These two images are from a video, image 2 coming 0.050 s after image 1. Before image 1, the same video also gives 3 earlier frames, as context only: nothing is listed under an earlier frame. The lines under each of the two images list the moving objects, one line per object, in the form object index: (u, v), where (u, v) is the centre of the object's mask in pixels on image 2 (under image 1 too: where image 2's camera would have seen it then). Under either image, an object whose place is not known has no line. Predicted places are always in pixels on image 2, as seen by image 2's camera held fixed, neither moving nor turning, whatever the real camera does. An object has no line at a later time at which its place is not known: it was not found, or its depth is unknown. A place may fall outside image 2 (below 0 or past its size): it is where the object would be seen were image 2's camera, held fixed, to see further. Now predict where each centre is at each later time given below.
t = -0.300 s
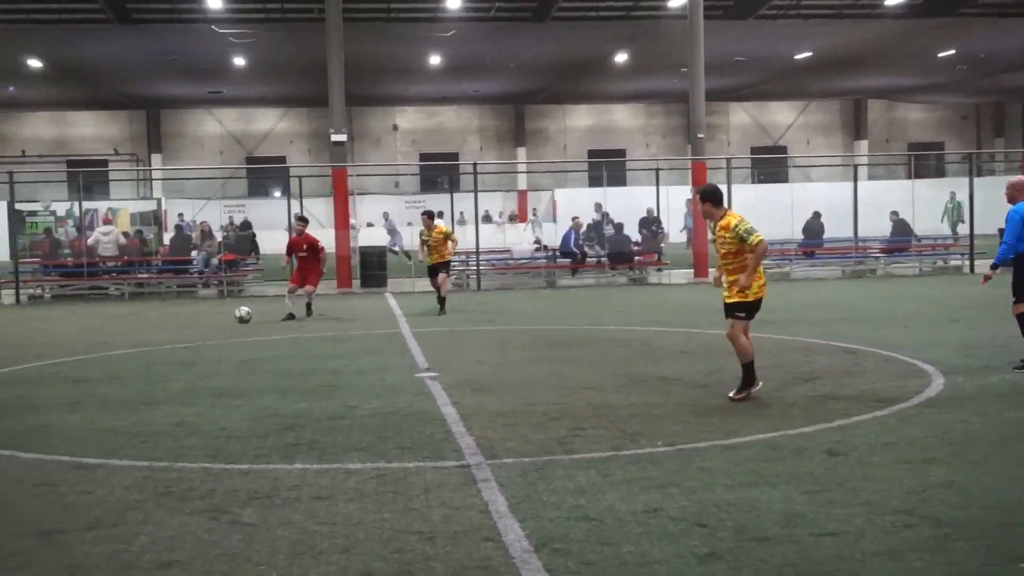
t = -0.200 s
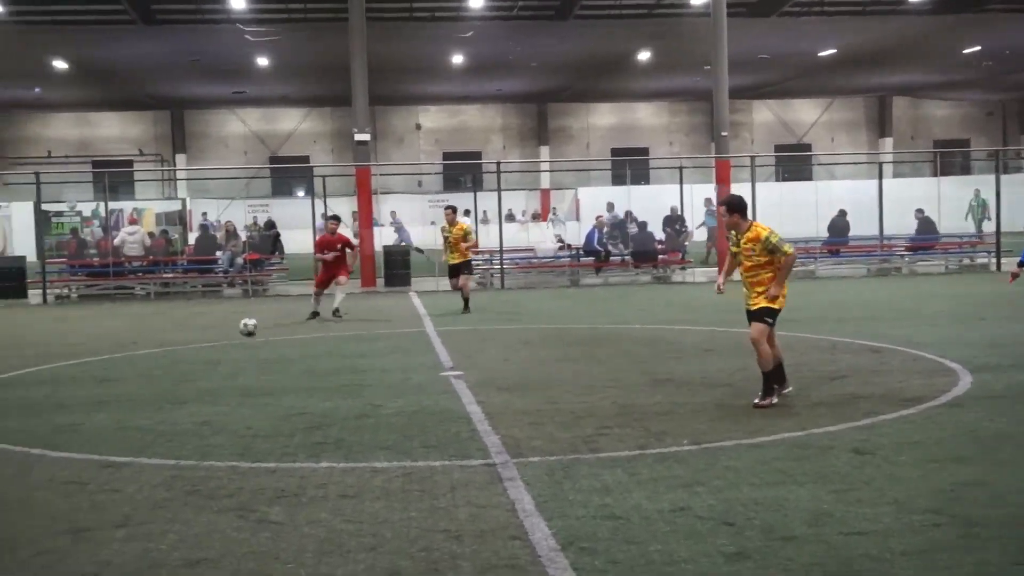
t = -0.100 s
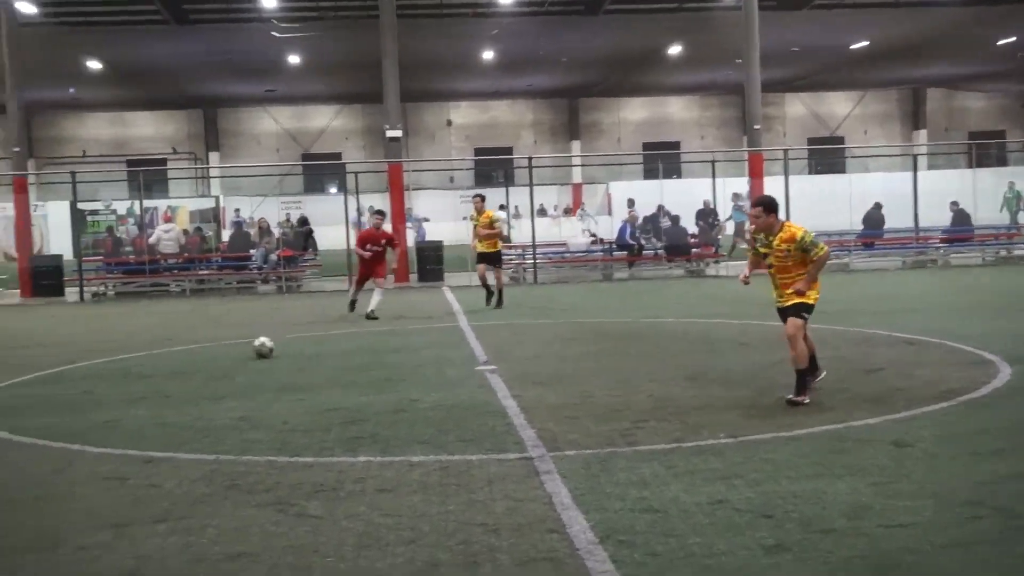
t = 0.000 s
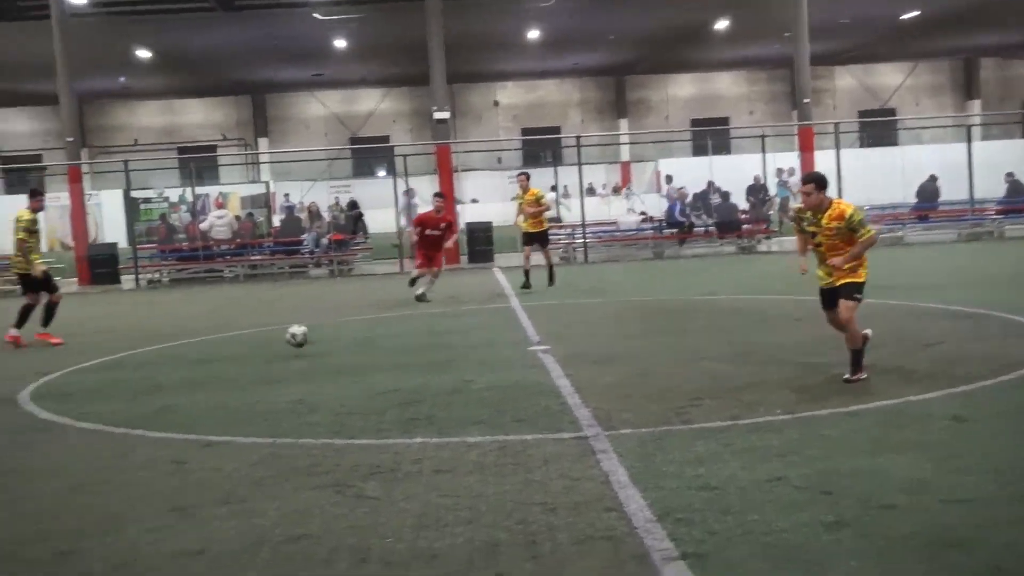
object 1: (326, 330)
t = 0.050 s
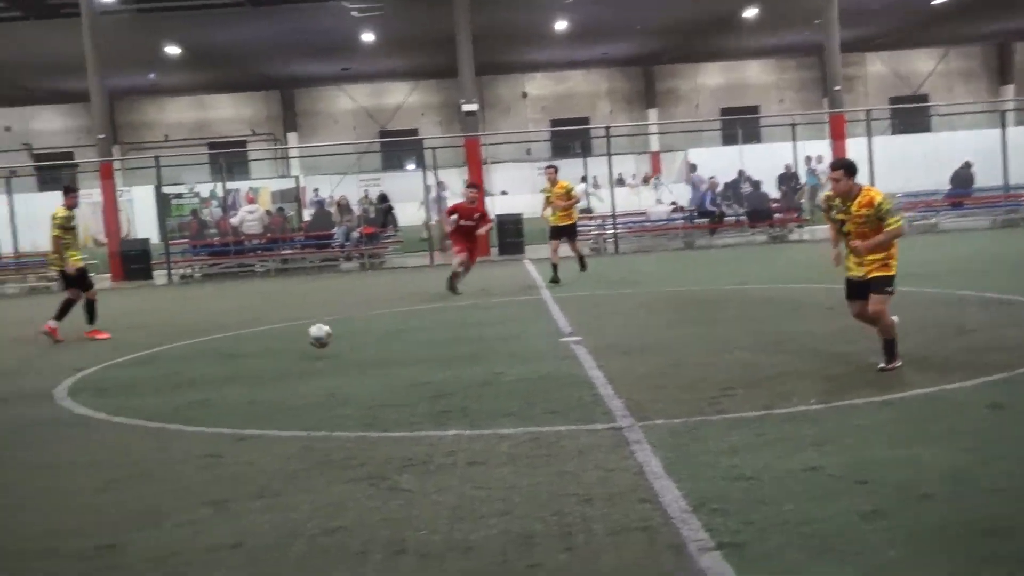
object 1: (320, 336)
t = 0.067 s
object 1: (318, 339)
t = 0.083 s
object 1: (314, 343)
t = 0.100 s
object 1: (312, 346)
